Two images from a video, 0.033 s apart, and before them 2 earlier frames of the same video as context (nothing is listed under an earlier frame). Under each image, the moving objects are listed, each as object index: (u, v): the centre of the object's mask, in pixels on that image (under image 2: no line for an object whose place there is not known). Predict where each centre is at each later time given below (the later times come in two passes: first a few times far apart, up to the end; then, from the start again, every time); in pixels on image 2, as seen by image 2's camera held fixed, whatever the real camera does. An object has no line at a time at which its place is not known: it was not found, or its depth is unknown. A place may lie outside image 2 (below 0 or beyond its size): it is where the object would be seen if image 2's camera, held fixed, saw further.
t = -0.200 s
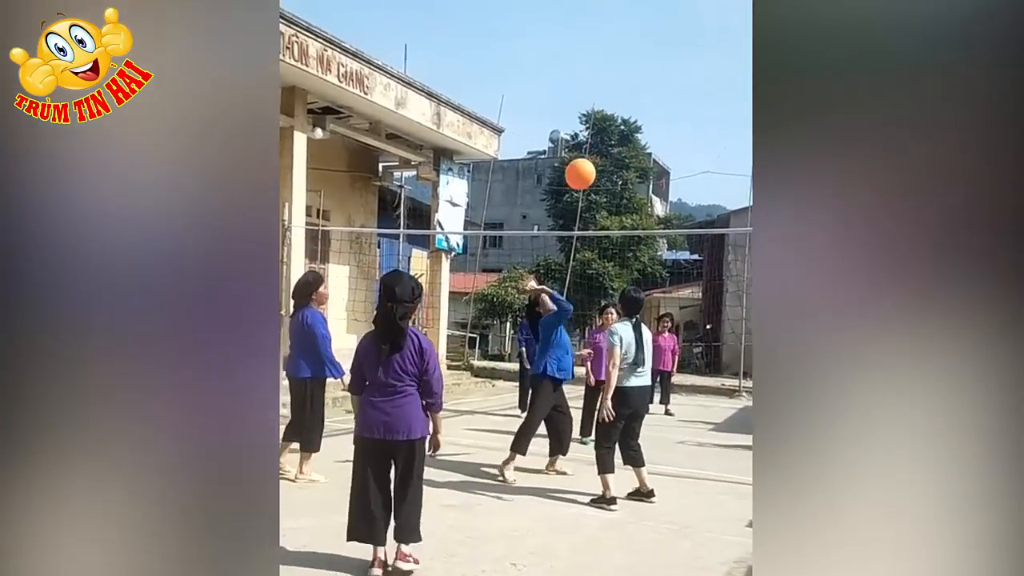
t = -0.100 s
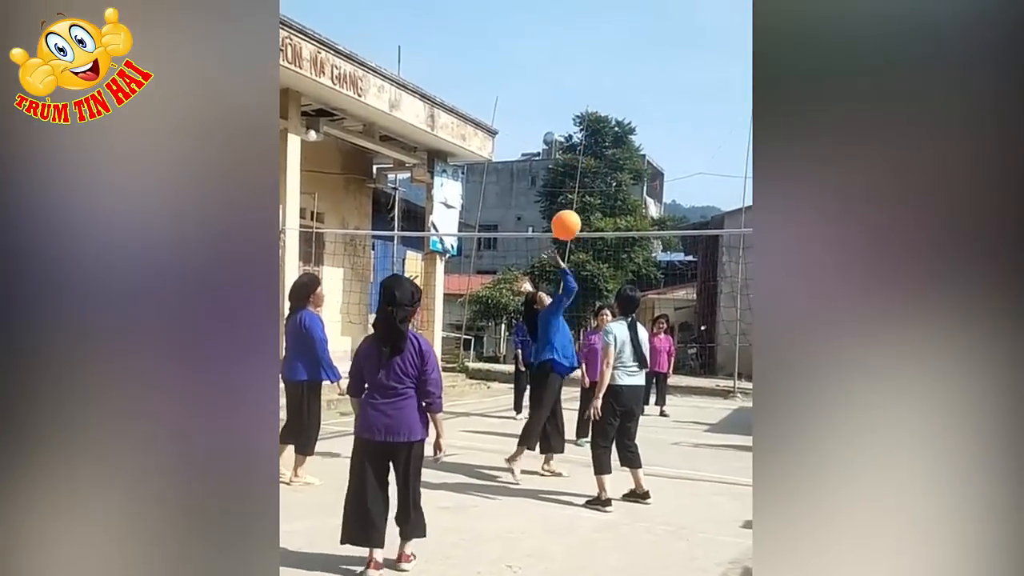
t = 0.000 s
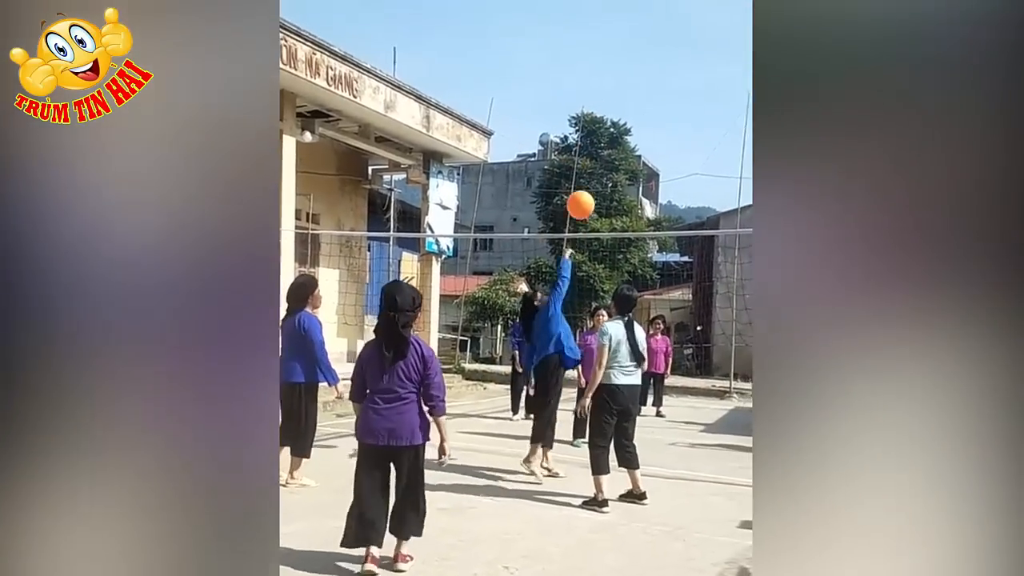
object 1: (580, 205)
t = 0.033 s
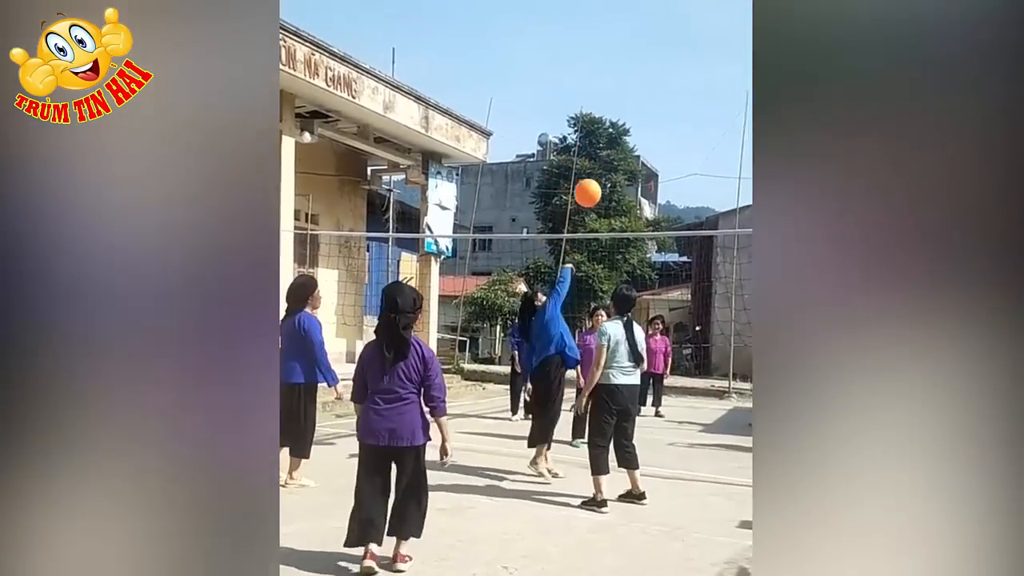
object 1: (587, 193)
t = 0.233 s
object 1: (628, 155)
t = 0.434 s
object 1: (657, 163)
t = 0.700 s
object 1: (681, 219)
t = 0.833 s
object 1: (688, 262)
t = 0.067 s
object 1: (595, 182)
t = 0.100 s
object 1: (603, 174)
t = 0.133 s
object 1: (610, 166)
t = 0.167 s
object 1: (616, 161)
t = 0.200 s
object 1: (622, 157)
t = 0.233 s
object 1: (628, 155)
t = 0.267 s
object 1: (633, 153)
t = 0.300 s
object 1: (639, 153)
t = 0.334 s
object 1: (644, 154)
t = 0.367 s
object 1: (649, 156)
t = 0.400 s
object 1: (653, 159)
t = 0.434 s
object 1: (657, 163)
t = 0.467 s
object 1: (661, 168)
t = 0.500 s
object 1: (664, 173)
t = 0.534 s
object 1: (667, 179)
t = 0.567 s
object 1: (670, 186)
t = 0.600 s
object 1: (673, 194)
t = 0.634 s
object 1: (676, 202)
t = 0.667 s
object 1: (678, 211)
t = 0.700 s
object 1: (681, 219)
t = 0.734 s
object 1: (684, 226)
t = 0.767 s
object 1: (686, 242)
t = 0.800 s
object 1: (688, 250)
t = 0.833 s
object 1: (688, 262)
